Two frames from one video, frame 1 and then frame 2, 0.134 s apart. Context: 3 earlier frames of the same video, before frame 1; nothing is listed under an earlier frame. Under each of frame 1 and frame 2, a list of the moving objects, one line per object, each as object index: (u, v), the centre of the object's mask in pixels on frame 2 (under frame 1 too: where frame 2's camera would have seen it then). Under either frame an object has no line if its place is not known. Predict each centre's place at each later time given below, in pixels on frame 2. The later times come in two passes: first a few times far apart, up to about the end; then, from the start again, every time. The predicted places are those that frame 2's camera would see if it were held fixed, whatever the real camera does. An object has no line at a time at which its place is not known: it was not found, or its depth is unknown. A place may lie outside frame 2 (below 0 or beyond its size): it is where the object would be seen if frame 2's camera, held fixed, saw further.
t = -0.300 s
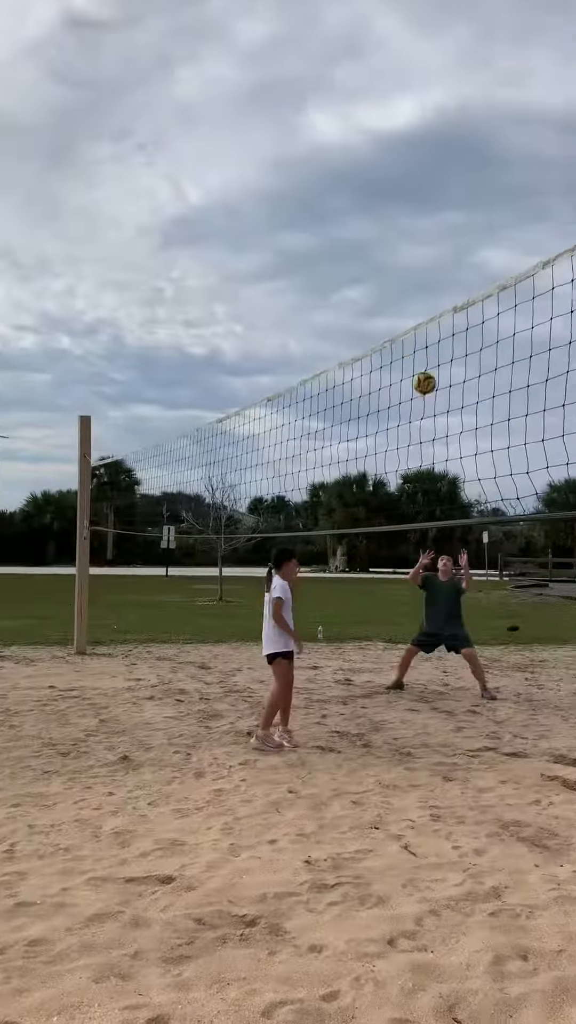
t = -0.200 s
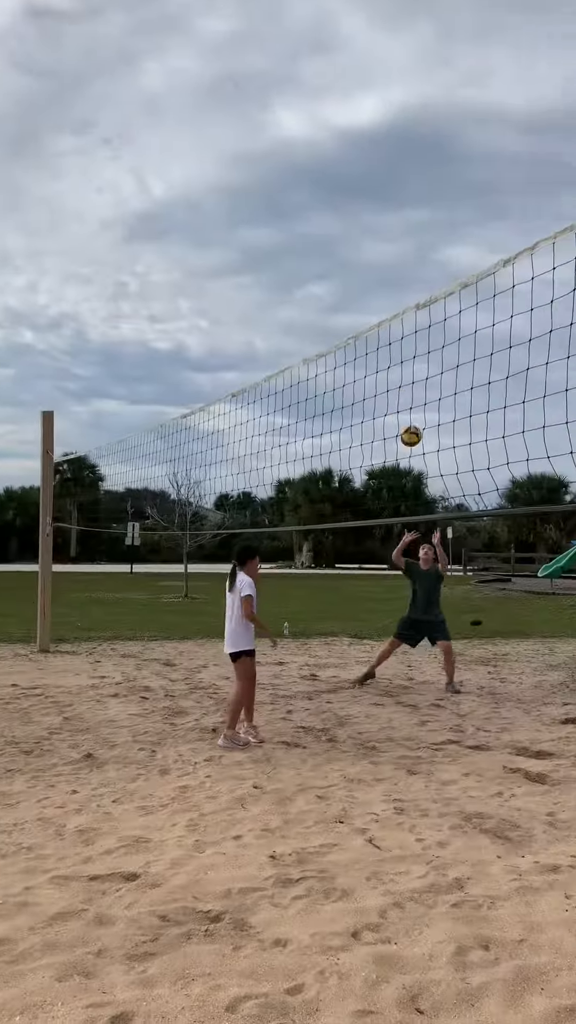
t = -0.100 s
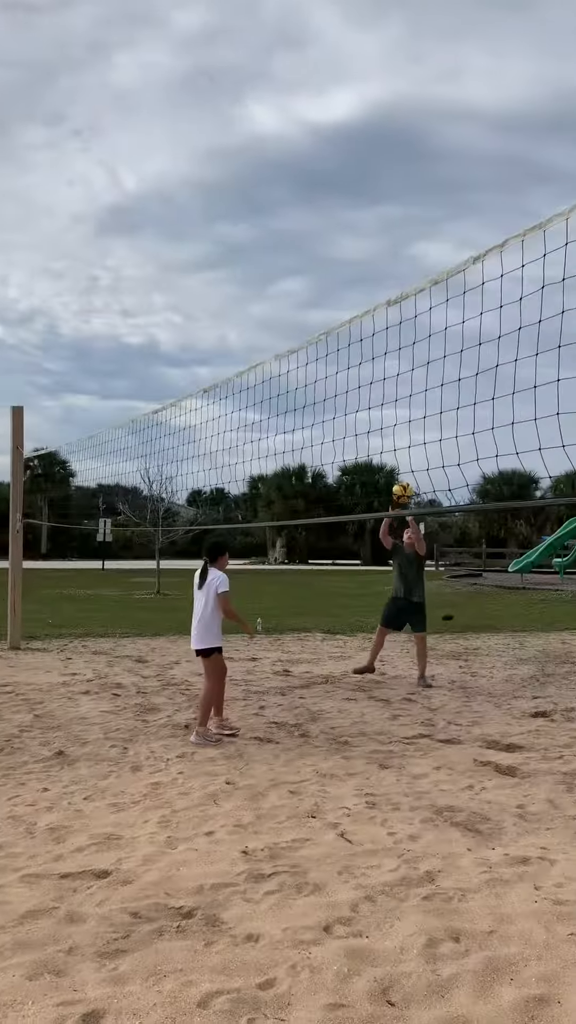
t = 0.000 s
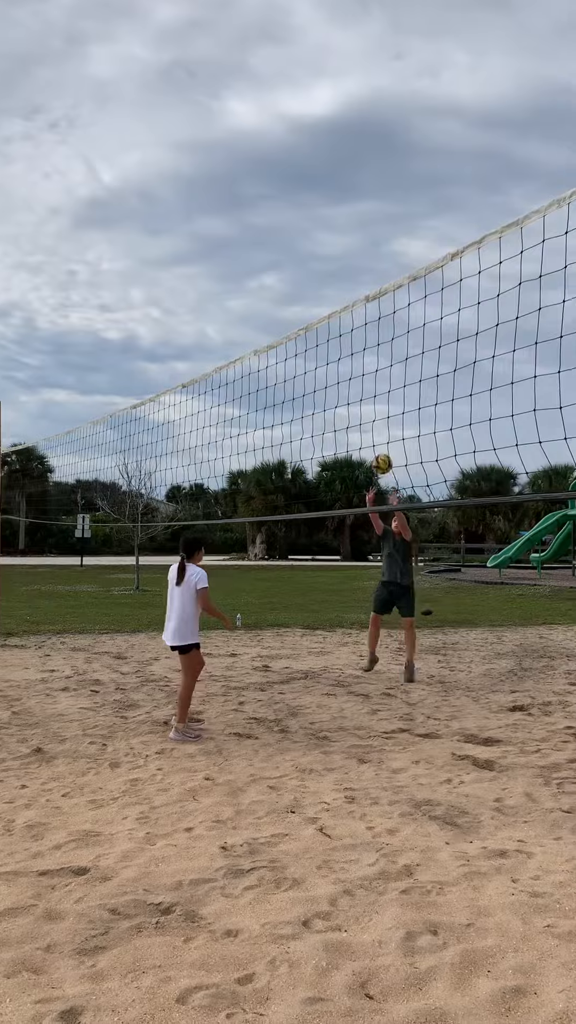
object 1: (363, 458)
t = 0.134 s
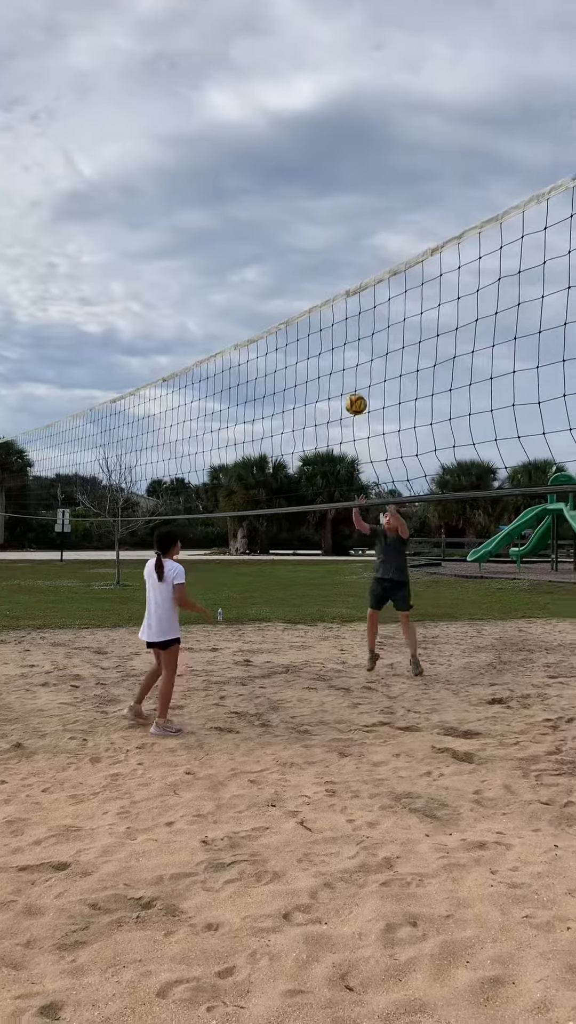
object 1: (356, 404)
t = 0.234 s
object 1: (350, 373)
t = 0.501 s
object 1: (331, 335)
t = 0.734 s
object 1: (313, 361)
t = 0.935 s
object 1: (294, 434)
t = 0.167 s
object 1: (354, 393)
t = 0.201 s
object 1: (352, 382)
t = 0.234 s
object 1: (350, 373)
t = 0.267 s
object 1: (347, 364)
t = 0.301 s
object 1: (345, 357)
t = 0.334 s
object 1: (343, 351)
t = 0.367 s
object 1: (341, 345)
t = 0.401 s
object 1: (338, 341)
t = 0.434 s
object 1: (336, 338)
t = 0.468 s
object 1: (334, 336)
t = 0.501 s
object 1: (331, 335)
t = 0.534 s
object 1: (329, 335)
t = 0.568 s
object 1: (327, 337)
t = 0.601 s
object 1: (324, 340)
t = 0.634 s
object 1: (321, 343)
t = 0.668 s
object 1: (319, 348)
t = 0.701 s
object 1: (316, 354)
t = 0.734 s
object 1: (313, 361)
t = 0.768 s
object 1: (309, 370)
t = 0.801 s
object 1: (307, 380)
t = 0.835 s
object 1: (303, 392)
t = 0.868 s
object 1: (300, 404)
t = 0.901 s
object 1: (297, 419)
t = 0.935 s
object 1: (294, 434)
